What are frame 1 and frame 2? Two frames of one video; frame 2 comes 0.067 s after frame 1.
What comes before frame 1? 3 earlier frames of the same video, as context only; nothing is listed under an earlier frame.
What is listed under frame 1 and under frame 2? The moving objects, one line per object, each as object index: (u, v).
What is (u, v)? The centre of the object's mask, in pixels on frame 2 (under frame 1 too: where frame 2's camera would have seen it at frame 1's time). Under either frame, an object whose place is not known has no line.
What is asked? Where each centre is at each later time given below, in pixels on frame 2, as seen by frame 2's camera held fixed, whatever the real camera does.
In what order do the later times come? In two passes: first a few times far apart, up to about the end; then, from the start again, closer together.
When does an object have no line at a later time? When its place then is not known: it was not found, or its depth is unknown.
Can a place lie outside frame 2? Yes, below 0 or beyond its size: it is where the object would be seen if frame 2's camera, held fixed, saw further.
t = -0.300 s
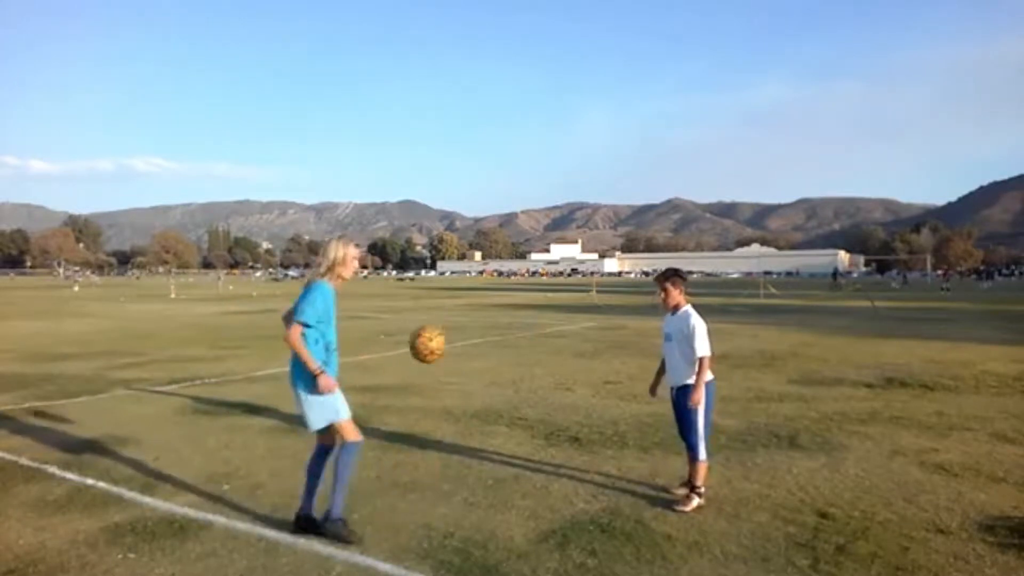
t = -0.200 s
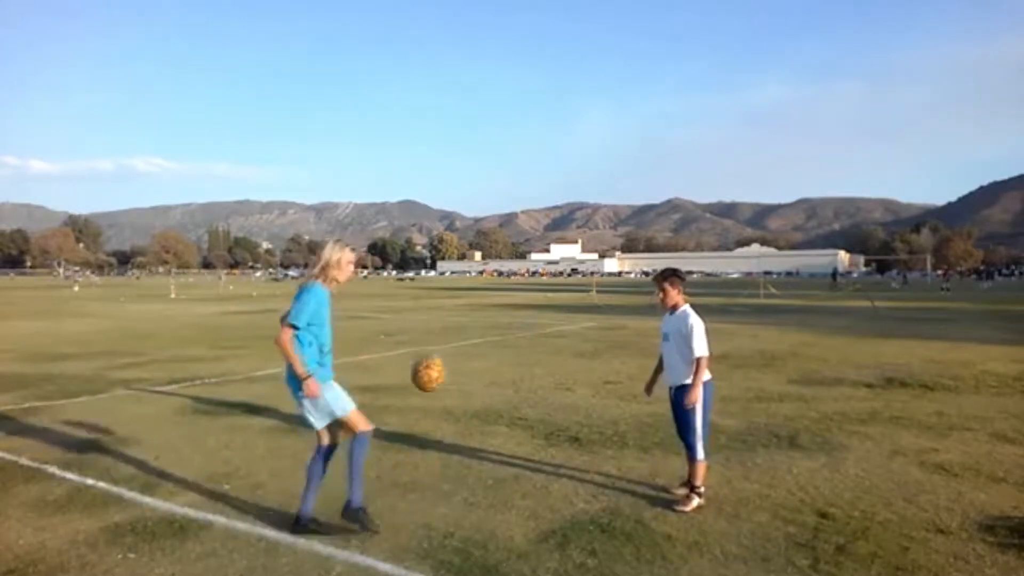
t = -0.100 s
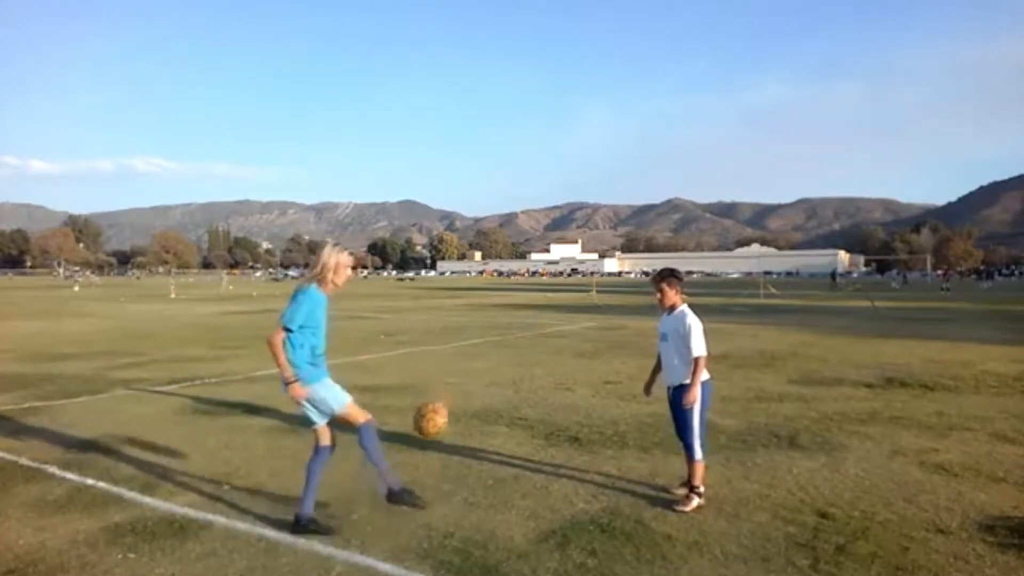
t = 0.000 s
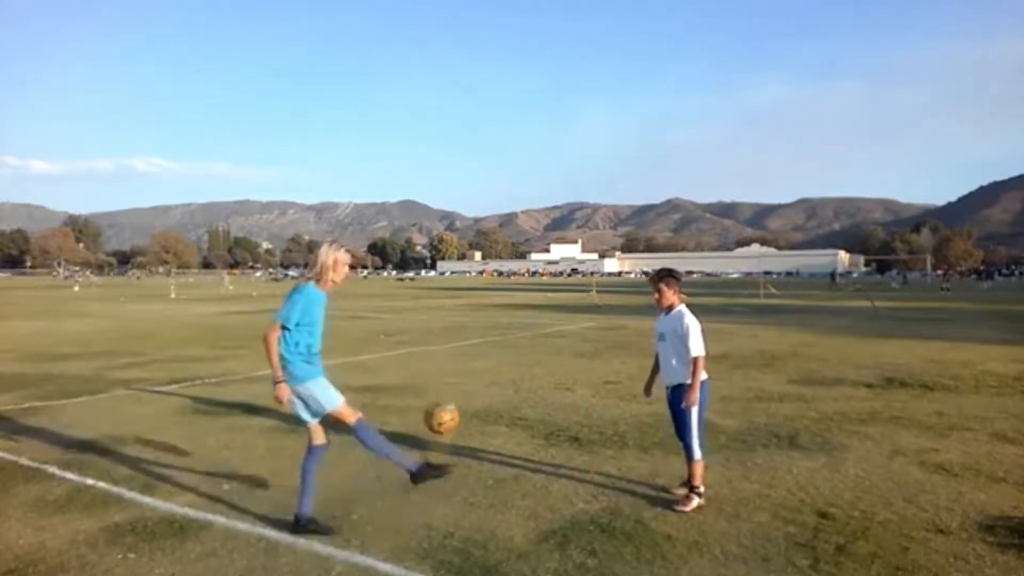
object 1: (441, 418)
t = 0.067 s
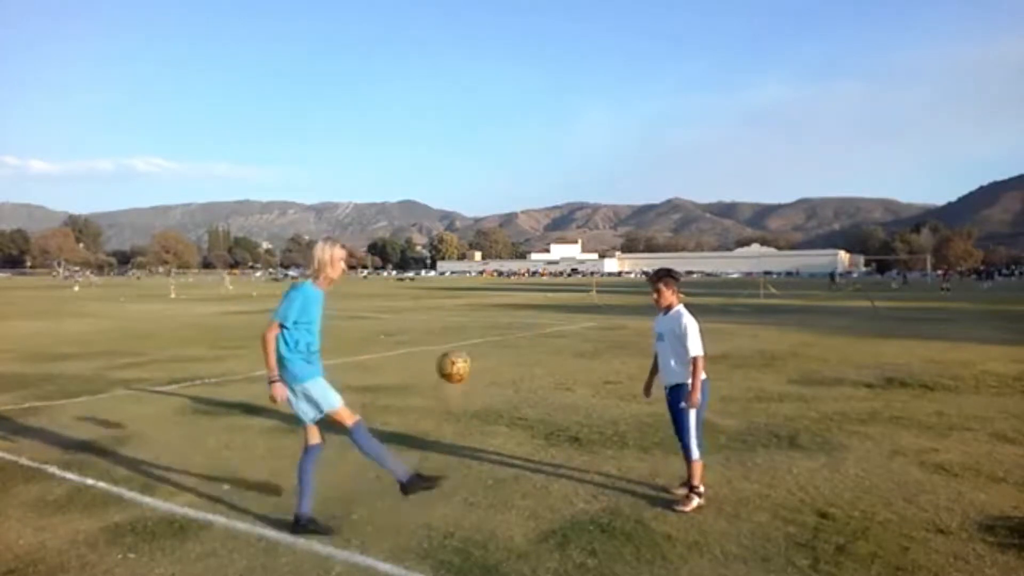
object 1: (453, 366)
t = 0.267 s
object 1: (491, 258)
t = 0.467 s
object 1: (522, 213)
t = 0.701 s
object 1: (557, 234)
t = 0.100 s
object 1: (460, 343)
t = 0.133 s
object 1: (467, 322)
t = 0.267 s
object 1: (491, 258)
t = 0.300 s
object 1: (498, 246)
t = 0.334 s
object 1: (502, 238)
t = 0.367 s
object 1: (507, 227)
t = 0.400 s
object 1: (512, 221)
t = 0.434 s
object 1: (518, 216)
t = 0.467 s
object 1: (522, 213)
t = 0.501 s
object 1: (528, 212)
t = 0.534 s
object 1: (533, 212)
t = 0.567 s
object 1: (537, 213)
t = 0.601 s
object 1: (543, 216)
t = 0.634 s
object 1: (547, 220)
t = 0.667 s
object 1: (552, 226)
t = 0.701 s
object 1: (557, 234)
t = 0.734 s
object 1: (560, 243)
